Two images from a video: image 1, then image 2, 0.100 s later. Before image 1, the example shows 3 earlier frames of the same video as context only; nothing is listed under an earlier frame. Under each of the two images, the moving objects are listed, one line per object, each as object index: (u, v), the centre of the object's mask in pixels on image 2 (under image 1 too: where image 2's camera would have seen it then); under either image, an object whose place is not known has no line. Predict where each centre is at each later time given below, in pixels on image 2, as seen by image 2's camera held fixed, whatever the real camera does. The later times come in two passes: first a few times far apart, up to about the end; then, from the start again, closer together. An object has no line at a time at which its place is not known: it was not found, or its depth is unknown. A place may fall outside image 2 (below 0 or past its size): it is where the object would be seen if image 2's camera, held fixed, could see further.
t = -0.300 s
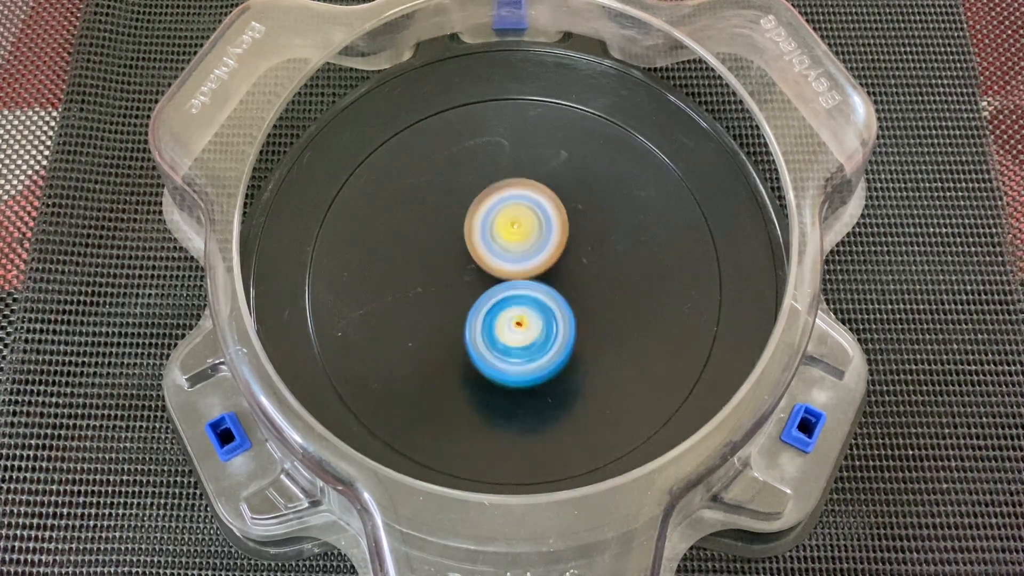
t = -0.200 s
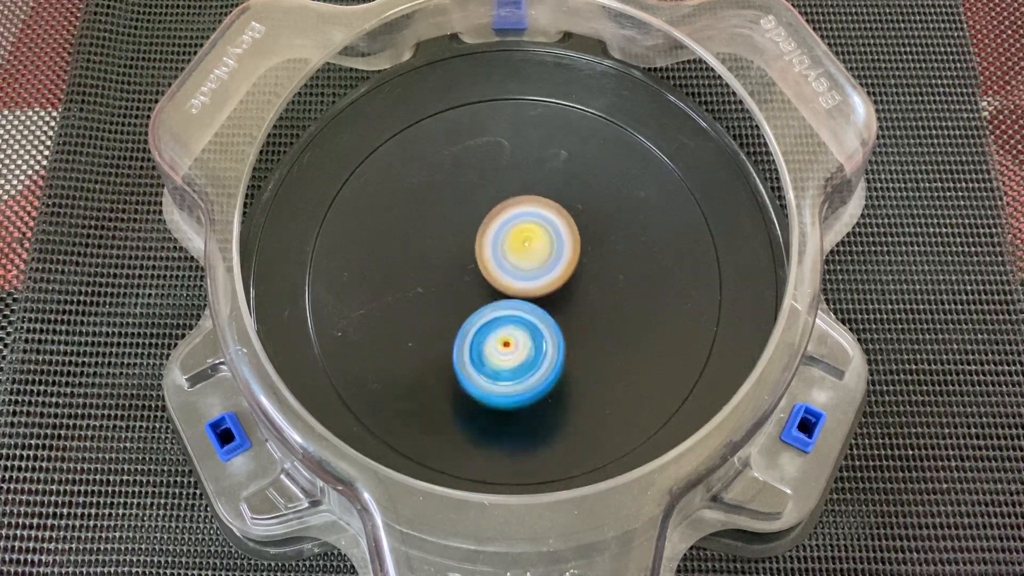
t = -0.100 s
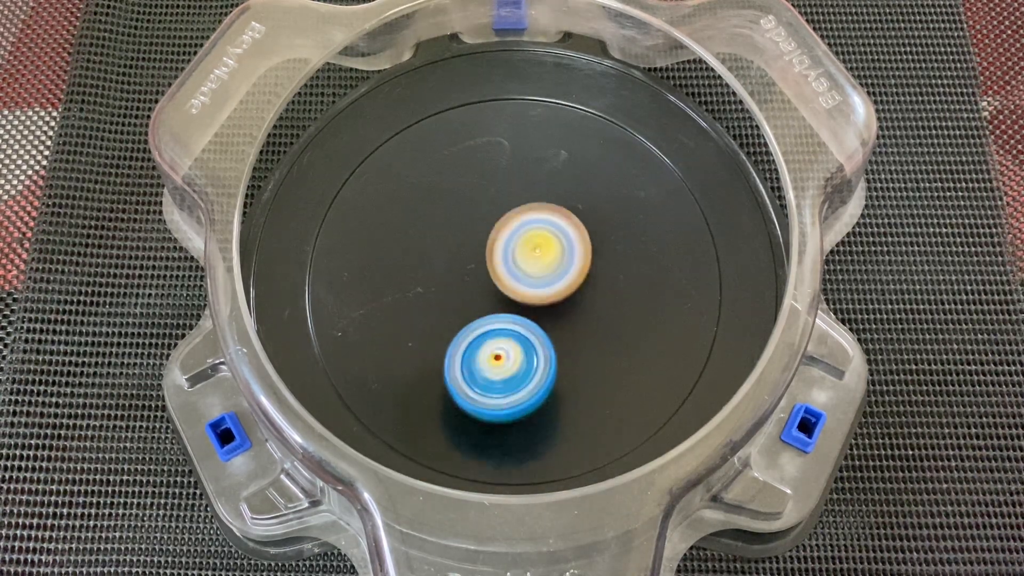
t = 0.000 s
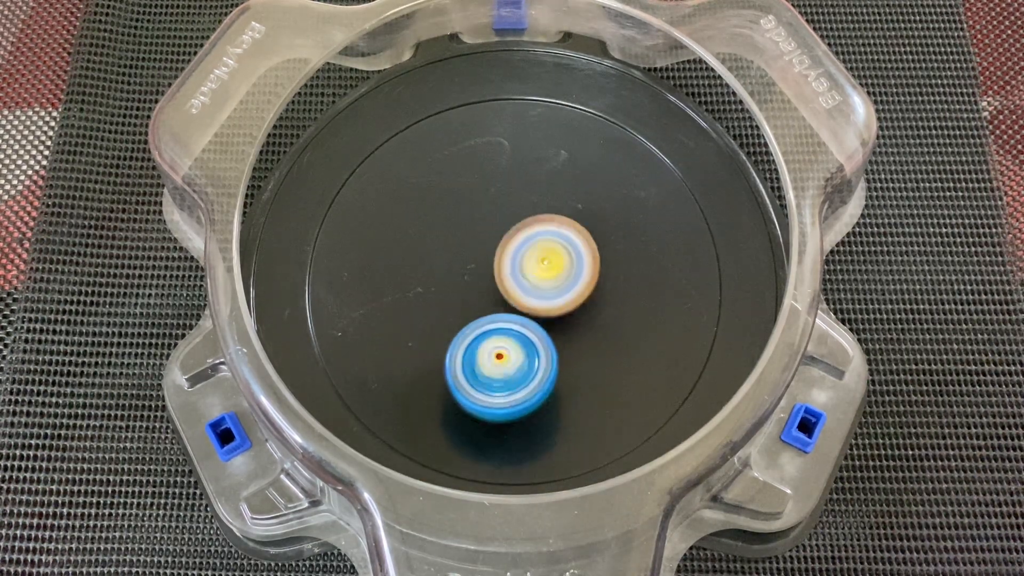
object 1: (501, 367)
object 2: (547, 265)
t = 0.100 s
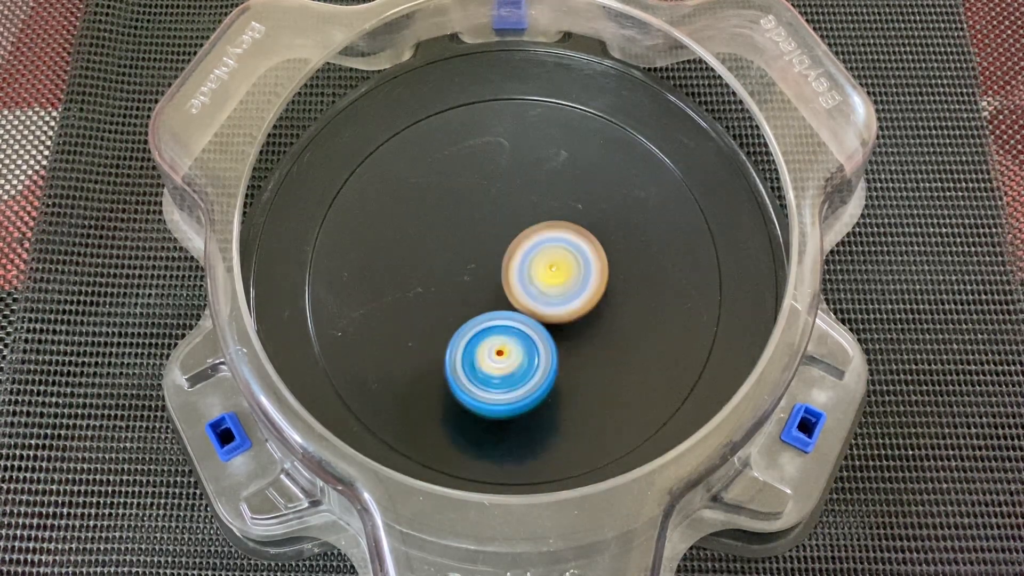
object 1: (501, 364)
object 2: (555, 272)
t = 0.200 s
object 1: (494, 363)
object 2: (561, 275)
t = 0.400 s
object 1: (477, 350)
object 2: (563, 282)
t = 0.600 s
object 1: (453, 332)
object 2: (568, 291)
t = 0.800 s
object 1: (442, 308)
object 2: (565, 300)
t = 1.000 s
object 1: (445, 279)
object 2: (556, 307)
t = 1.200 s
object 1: (453, 246)
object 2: (544, 315)
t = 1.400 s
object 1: (466, 229)
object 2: (529, 323)
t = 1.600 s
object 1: (492, 222)
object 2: (513, 326)
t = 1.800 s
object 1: (523, 221)
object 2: (492, 325)
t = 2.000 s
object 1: (551, 230)
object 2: (475, 327)
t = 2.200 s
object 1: (571, 247)
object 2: (472, 325)
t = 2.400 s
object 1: (581, 270)
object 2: (475, 314)
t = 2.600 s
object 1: (590, 295)
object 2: (476, 295)
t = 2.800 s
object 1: (579, 318)
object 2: (478, 273)
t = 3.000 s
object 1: (555, 335)
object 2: (479, 254)
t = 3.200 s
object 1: (523, 341)
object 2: (481, 243)
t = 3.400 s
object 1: (505, 377)
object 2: (481, 207)
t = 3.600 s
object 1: (506, 348)
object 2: (484, 201)
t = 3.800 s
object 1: (502, 310)
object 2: (493, 206)
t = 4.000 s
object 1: (470, 379)
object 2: (522, 157)
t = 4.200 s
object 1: (495, 345)
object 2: (528, 176)
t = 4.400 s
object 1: (508, 304)
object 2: (540, 208)
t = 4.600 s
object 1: (414, 417)
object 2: (603, 136)
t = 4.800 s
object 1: (459, 385)
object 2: (582, 175)
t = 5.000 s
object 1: (506, 337)
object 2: (563, 232)
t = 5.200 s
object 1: (484, 341)
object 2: (568, 236)
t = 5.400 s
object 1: (456, 344)
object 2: (566, 244)
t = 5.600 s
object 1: (456, 348)
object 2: (540, 262)
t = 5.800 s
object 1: (456, 346)
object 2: (527, 267)
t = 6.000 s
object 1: (454, 344)
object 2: (520, 256)
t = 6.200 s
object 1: (458, 337)
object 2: (511, 238)
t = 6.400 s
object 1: (470, 324)
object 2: (504, 225)
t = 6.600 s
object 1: (486, 315)
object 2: (508, 212)
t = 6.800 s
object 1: (508, 307)
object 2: (517, 206)
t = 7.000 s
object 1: (531, 306)
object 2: (528, 206)
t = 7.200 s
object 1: (548, 319)
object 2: (540, 210)
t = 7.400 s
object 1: (555, 324)
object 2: (549, 223)
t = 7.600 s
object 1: (549, 337)
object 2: (548, 234)
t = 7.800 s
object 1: (530, 354)
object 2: (542, 243)
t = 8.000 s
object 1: (507, 355)
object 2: (532, 253)
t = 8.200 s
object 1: (475, 359)
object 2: (533, 238)
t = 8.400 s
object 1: (476, 335)
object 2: (526, 237)
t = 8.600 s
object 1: (467, 323)
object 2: (534, 220)
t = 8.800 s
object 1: (480, 304)
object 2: (539, 218)
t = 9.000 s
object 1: (492, 299)
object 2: (553, 212)
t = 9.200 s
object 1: (501, 310)
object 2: (565, 214)
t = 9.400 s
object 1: (514, 324)
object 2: (565, 229)
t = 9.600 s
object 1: (513, 336)
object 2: (558, 242)
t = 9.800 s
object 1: (495, 347)
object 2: (544, 251)
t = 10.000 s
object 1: (475, 348)
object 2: (537, 245)
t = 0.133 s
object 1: (498, 364)
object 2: (558, 273)
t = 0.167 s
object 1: (496, 364)
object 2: (560, 274)
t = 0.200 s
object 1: (494, 363)
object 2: (561, 275)
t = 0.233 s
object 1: (492, 362)
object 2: (562, 276)
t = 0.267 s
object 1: (489, 360)
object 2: (562, 277)
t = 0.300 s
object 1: (487, 357)
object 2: (562, 279)
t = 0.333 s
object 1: (485, 354)
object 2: (562, 280)
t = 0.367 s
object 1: (480, 352)
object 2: (563, 281)
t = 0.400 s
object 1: (477, 350)
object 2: (563, 282)
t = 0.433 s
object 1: (473, 347)
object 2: (563, 284)
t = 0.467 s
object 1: (471, 344)
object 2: (564, 286)
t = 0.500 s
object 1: (466, 340)
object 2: (566, 287)
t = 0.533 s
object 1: (460, 338)
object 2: (567, 288)
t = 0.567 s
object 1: (456, 335)
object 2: (568, 290)
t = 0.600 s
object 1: (453, 332)
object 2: (568, 291)
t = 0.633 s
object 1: (450, 329)
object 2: (568, 293)
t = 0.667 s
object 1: (447, 325)
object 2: (567, 294)
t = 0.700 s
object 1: (445, 322)
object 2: (567, 296)
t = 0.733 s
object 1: (444, 317)
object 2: (566, 297)
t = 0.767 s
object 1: (443, 313)
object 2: (565, 298)
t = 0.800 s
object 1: (442, 308)
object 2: (565, 300)
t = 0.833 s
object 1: (442, 304)
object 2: (563, 301)
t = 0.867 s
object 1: (442, 298)
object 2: (562, 302)
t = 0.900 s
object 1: (442, 294)
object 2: (561, 304)
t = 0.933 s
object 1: (443, 289)
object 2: (559, 305)
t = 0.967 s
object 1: (444, 283)
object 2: (557, 306)
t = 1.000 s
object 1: (445, 279)
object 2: (556, 307)
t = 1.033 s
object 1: (447, 273)
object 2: (553, 308)
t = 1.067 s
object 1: (449, 268)
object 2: (552, 310)
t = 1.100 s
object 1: (451, 263)
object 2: (549, 311)
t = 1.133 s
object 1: (452, 258)
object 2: (547, 312)
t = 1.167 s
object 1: (453, 252)
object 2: (546, 314)
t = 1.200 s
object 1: (453, 246)
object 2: (544, 315)
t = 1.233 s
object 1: (454, 241)
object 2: (542, 317)
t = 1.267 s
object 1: (455, 237)
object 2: (540, 318)
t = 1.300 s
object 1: (457, 235)
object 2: (537, 320)
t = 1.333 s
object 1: (459, 232)
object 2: (535, 321)
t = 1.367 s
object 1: (462, 230)
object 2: (532, 322)
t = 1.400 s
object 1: (466, 229)
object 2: (529, 323)
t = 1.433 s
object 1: (469, 227)
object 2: (527, 324)
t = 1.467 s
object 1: (474, 227)
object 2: (524, 324)
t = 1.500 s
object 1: (478, 226)
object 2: (522, 325)
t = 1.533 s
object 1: (483, 226)
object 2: (519, 324)
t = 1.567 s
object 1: (488, 224)
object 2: (516, 326)
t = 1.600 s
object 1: (492, 222)
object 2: (513, 326)
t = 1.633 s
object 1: (497, 221)
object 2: (510, 326)
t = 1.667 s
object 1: (501, 220)
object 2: (506, 326)
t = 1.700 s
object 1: (507, 219)
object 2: (503, 325)
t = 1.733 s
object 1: (512, 220)
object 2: (499, 325)
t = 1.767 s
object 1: (518, 220)
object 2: (496, 325)
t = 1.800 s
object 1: (523, 221)
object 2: (492, 325)
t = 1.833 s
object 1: (528, 222)
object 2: (489, 325)
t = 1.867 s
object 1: (533, 224)
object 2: (486, 325)
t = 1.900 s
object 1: (538, 225)
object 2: (482, 325)
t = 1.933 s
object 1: (543, 226)
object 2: (480, 326)
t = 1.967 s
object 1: (547, 228)
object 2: (478, 326)
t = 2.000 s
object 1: (551, 230)
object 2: (475, 327)
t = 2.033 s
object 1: (555, 232)
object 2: (474, 327)
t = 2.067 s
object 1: (559, 234)
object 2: (472, 327)
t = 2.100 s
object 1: (562, 237)
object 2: (472, 327)
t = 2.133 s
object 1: (565, 240)
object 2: (471, 327)
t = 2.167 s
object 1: (569, 244)
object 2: (472, 327)
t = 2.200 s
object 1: (571, 247)
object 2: (472, 325)
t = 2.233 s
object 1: (574, 251)
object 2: (472, 325)
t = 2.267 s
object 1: (576, 255)
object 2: (473, 323)
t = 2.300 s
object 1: (577, 259)
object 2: (473, 321)
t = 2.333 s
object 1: (579, 263)
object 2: (474, 319)
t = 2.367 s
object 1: (580, 266)
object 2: (474, 316)
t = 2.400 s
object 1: (581, 270)
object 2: (475, 314)
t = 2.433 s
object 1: (581, 275)
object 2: (477, 310)
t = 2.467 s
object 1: (584, 279)
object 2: (476, 308)
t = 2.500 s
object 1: (585, 283)
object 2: (476, 304)
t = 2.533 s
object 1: (588, 287)
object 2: (475, 301)
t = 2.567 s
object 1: (590, 291)
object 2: (476, 298)
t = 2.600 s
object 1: (590, 295)
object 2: (476, 295)
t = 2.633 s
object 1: (590, 298)
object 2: (477, 291)
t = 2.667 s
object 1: (589, 302)
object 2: (477, 287)
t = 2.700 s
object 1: (587, 306)
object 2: (478, 284)
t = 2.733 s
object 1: (585, 310)
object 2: (477, 280)
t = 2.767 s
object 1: (582, 314)
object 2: (478, 277)
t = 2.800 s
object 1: (579, 318)
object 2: (478, 273)
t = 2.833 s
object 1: (576, 321)
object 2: (478, 270)
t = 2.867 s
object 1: (572, 324)
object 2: (478, 266)
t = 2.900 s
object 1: (568, 327)
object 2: (478, 263)
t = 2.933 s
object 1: (564, 330)
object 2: (478, 260)
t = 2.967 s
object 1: (559, 333)
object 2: (478, 257)
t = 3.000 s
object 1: (555, 335)
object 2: (479, 254)
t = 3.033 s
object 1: (550, 337)
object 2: (479, 251)
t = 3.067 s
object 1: (545, 338)
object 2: (479, 249)
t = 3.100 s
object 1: (540, 340)
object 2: (479, 247)
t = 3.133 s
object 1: (534, 340)
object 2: (480, 245)
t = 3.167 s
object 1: (529, 341)
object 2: (480, 244)
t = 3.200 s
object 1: (523, 341)
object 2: (481, 243)
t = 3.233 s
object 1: (517, 340)
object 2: (481, 242)
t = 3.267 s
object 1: (512, 342)
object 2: (482, 240)
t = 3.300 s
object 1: (510, 357)
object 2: (482, 225)
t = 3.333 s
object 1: (509, 369)
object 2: (481, 215)
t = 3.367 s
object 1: (507, 376)
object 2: (481, 209)
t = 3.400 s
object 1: (505, 377)
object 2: (481, 207)
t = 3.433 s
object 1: (506, 377)
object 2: (481, 205)
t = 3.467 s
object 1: (506, 375)
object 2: (481, 204)
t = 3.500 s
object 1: (506, 369)
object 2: (482, 203)
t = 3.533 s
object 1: (507, 364)
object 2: (482, 202)
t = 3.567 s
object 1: (506, 357)
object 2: (483, 201)
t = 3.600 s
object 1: (506, 348)
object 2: (484, 201)
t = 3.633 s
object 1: (507, 340)
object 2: (484, 201)
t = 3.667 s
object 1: (506, 333)
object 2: (486, 202)
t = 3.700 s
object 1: (506, 325)
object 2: (487, 202)
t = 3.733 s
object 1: (507, 320)
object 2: (489, 203)
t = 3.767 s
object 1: (505, 315)
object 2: (490, 204)
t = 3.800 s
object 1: (502, 310)
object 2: (493, 206)
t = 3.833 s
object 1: (498, 312)
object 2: (497, 204)
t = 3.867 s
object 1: (487, 339)
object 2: (506, 182)
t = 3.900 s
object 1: (478, 359)
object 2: (514, 167)
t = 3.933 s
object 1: (472, 371)
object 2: (518, 159)
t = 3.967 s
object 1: (470, 378)
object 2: (521, 156)
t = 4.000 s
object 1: (470, 379)
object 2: (522, 157)
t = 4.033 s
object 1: (472, 376)
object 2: (523, 159)
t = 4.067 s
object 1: (477, 371)
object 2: (524, 162)
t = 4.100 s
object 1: (482, 366)
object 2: (524, 166)
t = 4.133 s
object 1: (487, 360)
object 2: (525, 169)
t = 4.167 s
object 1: (491, 353)
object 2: (526, 172)
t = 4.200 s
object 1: (495, 345)
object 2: (528, 176)
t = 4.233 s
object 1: (499, 338)
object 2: (529, 180)
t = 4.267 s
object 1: (501, 331)
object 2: (531, 185)
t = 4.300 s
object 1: (503, 323)
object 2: (533, 191)
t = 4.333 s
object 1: (505, 316)
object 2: (535, 197)
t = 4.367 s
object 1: (507, 310)
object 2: (537, 203)
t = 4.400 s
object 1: (508, 304)
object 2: (540, 208)
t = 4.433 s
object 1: (488, 329)
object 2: (557, 190)
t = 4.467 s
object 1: (464, 359)
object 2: (575, 166)
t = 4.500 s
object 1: (443, 383)
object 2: (590, 149)
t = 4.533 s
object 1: (428, 401)
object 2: (600, 139)
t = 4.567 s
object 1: (418, 412)
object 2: (604, 136)
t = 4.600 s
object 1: (414, 417)
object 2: (603, 136)
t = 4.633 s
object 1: (415, 416)
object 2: (601, 139)
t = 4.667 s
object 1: (420, 412)
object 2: (598, 144)
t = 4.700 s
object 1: (429, 407)
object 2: (594, 150)
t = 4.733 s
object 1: (438, 401)
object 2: (591, 157)
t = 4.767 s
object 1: (448, 393)
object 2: (587, 165)
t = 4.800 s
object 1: (459, 385)
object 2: (582, 175)
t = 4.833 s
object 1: (469, 377)
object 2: (578, 185)
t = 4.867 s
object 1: (479, 369)
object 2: (574, 196)
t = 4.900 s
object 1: (487, 361)
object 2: (570, 205)
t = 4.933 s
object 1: (495, 353)
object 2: (568, 214)
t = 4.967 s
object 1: (501, 345)
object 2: (566, 223)
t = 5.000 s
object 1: (506, 337)
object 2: (563, 232)
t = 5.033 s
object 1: (510, 330)
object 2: (562, 240)
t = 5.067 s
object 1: (501, 337)
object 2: (566, 236)
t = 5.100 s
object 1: (492, 342)
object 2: (570, 233)
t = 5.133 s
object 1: (486, 343)
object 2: (572, 232)
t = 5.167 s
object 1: (484, 343)
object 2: (571, 232)
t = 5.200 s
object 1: (484, 341)
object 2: (568, 236)
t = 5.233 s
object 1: (484, 339)
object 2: (564, 240)
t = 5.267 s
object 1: (486, 335)
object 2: (560, 245)
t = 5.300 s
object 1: (489, 330)
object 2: (556, 250)
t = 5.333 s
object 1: (476, 337)
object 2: (561, 247)
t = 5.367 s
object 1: (463, 341)
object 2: (565, 244)
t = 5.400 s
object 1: (456, 344)
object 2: (566, 244)
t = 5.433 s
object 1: (453, 345)
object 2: (565, 245)
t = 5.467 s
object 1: (453, 346)
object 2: (562, 248)
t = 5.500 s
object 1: (454, 347)
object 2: (557, 251)
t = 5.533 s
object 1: (454, 348)
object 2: (551, 255)
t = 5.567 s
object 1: (455, 348)
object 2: (545, 258)
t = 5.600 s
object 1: (456, 348)
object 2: (540, 262)
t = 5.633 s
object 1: (458, 347)
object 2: (534, 266)
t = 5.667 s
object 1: (456, 347)
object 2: (531, 267)
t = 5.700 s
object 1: (451, 350)
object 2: (534, 265)
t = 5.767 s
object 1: (453, 348)
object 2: (531, 266)
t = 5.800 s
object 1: (456, 346)
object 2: (527, 267)
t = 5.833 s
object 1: (455, 346)
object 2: (527, 266)
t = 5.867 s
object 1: (456, 346)
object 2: (526, 265)
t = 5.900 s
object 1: (453, 348)
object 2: (526, 262)
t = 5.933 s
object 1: (451, 348)
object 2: (526, 259)
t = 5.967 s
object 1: (451, 346)
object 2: (523, 258)
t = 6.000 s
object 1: (454, 344)
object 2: (520, 256)
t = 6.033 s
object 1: (457, 341)
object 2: (516, 255)
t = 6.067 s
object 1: (456, 343)
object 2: (518, 249)
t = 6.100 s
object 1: (455, 342)
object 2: (517, 245)
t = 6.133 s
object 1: (456, 341)
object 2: (515, 242)
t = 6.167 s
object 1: (457, 339)
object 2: (513, 240)
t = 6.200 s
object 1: (458, 337)
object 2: (511, 238)
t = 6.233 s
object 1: (460, 334)
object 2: (509, 236)
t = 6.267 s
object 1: (462, 331)
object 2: (507, 235)
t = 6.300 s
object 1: (465, 328)
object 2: (505, 233)
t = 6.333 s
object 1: (465, 328)
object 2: (506, 229)
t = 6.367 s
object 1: (467, 326)
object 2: (505, 227)
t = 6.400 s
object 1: (470, 324)
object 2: (504, 225)
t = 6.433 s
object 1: (473, 321)
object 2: (504, 224)
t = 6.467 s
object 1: (475, 319)
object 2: (504, 221)
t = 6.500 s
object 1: (478, 317)
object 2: (503, 219)
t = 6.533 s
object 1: (480, 317)
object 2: (505, 217)
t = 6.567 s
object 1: (483, 315)
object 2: (506, 215)
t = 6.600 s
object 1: (486, 315)
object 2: (508, 212)
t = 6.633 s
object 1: (488, 315)
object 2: (509, 210)
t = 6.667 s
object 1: (492, 314)
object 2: (510, 209)
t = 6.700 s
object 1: (496, 312)
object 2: (512, 208)
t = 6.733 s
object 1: (500, 311)
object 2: (513, 207)
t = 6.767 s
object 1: (504, 309)
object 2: (515, 206)
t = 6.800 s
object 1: (508, 307)
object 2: (517, 206)
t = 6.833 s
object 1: (512, 307)
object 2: (519, 205)
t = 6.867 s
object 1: (515, 306)
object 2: (521, 204)
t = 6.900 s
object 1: (519, 307)
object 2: (523, 204)
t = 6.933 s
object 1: (523, 307)
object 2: (525, 204)
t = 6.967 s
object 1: (527, 307)
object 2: (526, 205)
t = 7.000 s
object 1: (531, 306)
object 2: (528, 206)
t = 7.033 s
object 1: (534, 310)
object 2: (531, 205)
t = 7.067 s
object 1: (536, 314)
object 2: (534, 204)
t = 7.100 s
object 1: (539, 315)
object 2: (536, 205)
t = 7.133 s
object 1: (542, 317)
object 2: (537, 206)
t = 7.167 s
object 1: (545, 318)
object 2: (539, 208)
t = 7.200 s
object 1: (548, 319)
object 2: (540, 210)
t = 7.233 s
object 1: (550, 320)
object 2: (542, 213)
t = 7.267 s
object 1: (552, 320)
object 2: (543, 215)
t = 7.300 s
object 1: (554, 320)
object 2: (545, 217)
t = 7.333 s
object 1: (555, 321)
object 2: (546, 220)
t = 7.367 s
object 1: (555, 322)
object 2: (548, 222)
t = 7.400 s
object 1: (555, 324)
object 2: (549, 223)
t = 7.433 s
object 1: (555, 327)
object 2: (549, 225)
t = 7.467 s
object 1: (554, 329)
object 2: (549, 226)
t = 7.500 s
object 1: (554, 331)
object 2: (549, 228)
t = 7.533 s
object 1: (553, 332)
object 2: (548, 230)
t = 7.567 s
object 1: (551, 335)
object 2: (548, 233)
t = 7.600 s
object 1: (549, 337)
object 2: (548, 234)
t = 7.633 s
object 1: (547, 339)
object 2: (547, 237)
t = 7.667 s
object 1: (545, 341)
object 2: (546, 239)
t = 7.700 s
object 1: (542, 343)
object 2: (545, 242)
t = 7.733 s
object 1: (538, 349)
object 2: (545, 241)
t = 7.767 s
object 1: (533, 352)
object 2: (544, 241)
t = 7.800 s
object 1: (530, 354)
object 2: (542, 243)
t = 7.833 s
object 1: (527, 355)
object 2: (540, 245)
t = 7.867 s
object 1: (523, 355)
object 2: (538, 247)
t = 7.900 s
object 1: (520, 355)
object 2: (536, 249)
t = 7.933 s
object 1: (517, 354)
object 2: (534, 252)
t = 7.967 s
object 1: (512, 354)
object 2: (533, 253)
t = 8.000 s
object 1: (507, 355)
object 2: (532, 253)
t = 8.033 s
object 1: (503, 353)
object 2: (530, 254)
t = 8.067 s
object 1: (495, 359)
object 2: (533, 248)
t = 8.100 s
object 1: (486, 363)
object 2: (535, 241)
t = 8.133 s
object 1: (480, 363)
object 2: (535, 239)
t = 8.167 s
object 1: (476, 362)
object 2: (534, 238)
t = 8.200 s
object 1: (475, 359)
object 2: (533, 238)
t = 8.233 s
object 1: (474, 355)
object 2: (531, 239)
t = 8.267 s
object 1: (474, 351)
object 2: (530, 239)
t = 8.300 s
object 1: (475, 346)
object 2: (528, 239)
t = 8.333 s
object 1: (476, 341)
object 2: (527, 239)
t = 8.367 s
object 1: (478, 336)
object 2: (525, 240)
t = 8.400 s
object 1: (476, 335)
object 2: (526, 237)
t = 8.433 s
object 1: (469, 339)
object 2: (531, 229)
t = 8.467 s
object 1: (465, 338)
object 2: (535, 224)
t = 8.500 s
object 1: (465, 334)
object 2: (535, 222)
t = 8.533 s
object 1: (465, 331)
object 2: (535, 221)
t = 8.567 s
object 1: (466, 326)
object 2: (535, 220)
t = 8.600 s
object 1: (467, 323)
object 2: (534, 220)
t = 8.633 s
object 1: (469, 320)
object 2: (534, 220)
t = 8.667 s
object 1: (472, 316)
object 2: (534, 221)
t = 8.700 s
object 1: (475, 312)
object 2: (534, 220)
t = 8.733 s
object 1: (478, 307)
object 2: (536, 220)
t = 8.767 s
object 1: (478, 306)
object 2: (537, 218)
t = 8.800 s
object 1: (480, 304)
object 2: (539, 218)
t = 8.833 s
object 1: (481, 302)
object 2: (542, 216)
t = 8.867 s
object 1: (484, 300)
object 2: (544, 215)
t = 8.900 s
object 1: (485, 301)
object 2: (547, 214)
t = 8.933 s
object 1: (488, 299)
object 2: (548, 214)
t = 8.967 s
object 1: (491, 299)
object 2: (550, 213)
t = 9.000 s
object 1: (492, 299)
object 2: (553, 212)
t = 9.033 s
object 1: (495, 299)
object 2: (554, 212)
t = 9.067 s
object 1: (499, 299)
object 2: (556, 213)
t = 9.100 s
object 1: (503, 300)
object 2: (557, 213)
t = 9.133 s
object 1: (501, 305)
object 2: (561, 212)
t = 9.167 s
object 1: (500, 309)
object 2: (564, 213)
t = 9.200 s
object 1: (501, 310)
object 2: (565, 214)
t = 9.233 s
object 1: (504, 313)
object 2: (566, 215)
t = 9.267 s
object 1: (506, 316)
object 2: (566, 217)
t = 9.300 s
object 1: (509, 318)
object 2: (567, 220)
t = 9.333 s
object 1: (511, 320)
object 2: (566, 222)
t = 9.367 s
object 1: (512, 321)
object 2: (565, 225)
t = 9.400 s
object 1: (514, 324)
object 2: (565, 229)
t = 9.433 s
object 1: (516, 326)
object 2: (564, 232)
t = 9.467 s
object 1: (517, 328)
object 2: (562, 235)
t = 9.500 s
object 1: (516, 330)
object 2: (562, 236)
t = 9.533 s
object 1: (515, 332)
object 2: (561, 238)
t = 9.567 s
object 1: (514, 334)
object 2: (561, 240)
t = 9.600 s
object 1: (513, 336)
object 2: (558, 242)
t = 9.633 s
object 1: (511, 338)
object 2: (556, 244)
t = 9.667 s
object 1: (504, 344)
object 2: (554, 244)
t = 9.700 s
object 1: (499, 346)
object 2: (552, 245)
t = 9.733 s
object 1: (496, 347)
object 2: (550, 247)
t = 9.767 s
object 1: (495, 347)
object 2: (547, 249)
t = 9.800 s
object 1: (495, 347)
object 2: (544, 251)
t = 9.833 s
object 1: (493, 346)
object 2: (541, 252)
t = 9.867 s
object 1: (490, 346)
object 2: (538, 253)
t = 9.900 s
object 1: (483, 351)
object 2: (541, 248)
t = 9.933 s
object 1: (479, 350)
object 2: (542, 246)
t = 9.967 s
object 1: (477, 349)
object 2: (539, 245)
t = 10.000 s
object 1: (475, 348)
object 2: (537, 245)
